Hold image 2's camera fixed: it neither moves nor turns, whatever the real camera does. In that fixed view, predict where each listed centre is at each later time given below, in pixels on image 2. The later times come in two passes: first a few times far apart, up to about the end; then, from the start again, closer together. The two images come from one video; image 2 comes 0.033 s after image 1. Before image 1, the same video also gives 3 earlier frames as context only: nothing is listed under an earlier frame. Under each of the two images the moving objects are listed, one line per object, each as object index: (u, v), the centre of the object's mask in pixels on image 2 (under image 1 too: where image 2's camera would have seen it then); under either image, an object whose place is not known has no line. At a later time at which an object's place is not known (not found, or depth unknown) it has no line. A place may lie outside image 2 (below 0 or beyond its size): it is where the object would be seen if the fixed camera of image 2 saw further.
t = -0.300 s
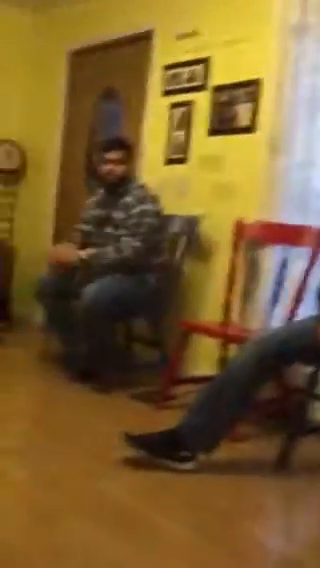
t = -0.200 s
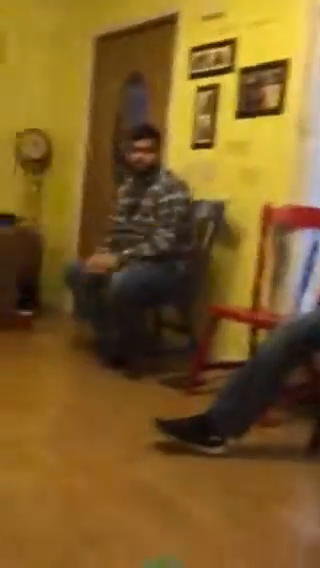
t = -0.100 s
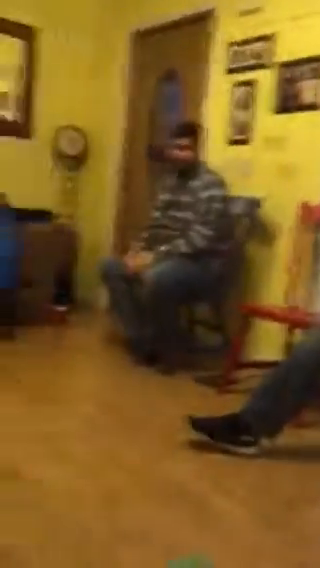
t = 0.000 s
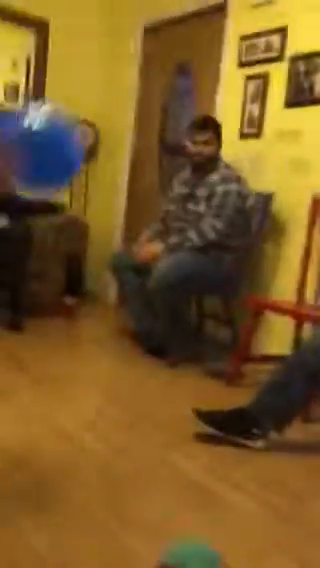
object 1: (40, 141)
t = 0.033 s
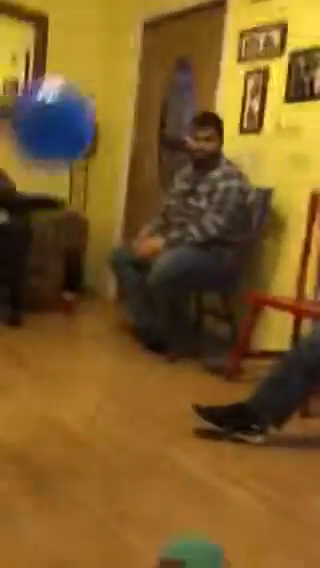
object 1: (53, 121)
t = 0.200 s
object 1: (94, 46)
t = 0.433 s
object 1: (125, 27)
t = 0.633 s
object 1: (138, 20)
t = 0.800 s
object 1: (140, 15)
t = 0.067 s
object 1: (64, 103)
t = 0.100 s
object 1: (73, 86)
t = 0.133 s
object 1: (81, 71)
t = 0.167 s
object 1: (88, 58)
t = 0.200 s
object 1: (94, 46)
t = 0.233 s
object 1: (100, 38)
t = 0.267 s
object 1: (105, 32)
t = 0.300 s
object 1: (110, 29)
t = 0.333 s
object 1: (115, 27)
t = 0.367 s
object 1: (119, 27)
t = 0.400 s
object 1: (122, 27)
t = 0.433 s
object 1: (125, 27)
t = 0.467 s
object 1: (129, 26)
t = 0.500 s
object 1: (131, 25)
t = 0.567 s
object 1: (135, 22)
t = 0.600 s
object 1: (137, 21)
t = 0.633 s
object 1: (138, 20)
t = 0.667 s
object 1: (139, 19)
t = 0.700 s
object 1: (139, 19)
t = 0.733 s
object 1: (139, 18)
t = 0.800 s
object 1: (140, 15)
